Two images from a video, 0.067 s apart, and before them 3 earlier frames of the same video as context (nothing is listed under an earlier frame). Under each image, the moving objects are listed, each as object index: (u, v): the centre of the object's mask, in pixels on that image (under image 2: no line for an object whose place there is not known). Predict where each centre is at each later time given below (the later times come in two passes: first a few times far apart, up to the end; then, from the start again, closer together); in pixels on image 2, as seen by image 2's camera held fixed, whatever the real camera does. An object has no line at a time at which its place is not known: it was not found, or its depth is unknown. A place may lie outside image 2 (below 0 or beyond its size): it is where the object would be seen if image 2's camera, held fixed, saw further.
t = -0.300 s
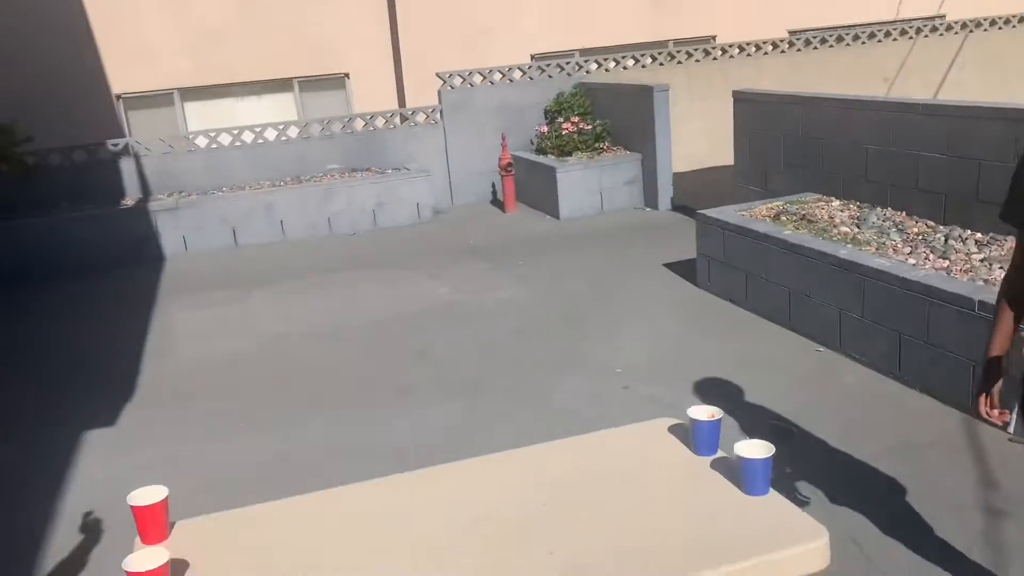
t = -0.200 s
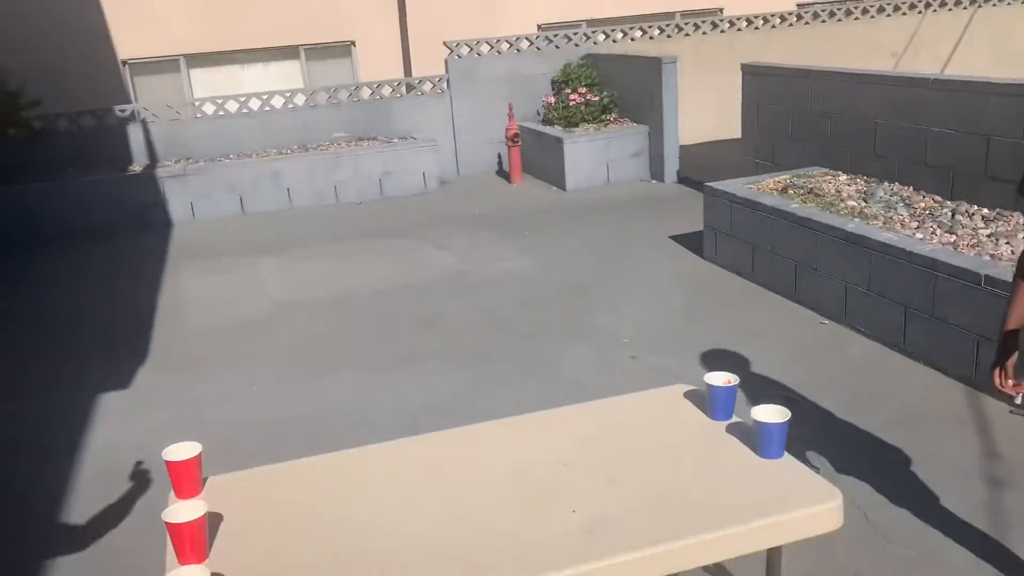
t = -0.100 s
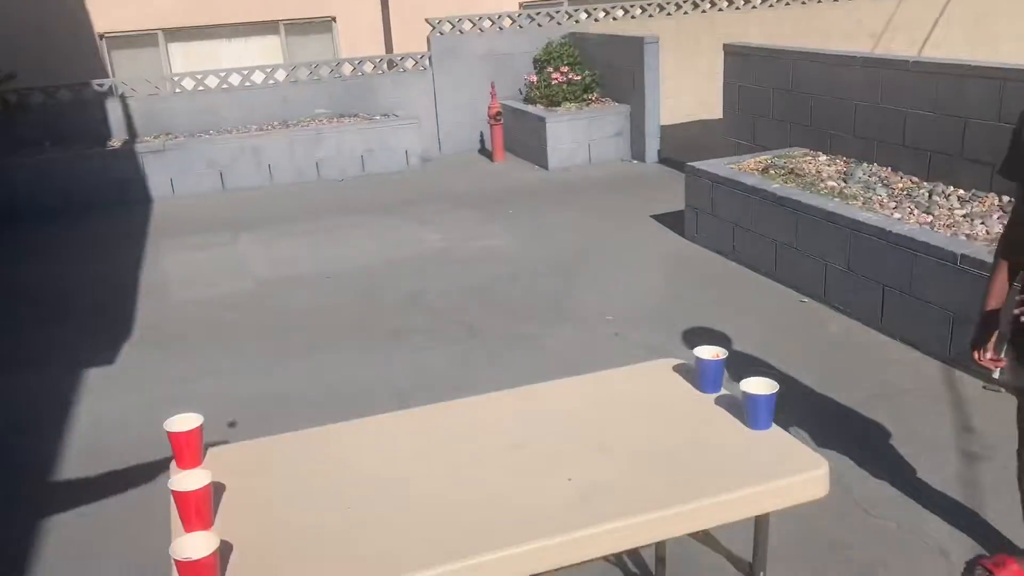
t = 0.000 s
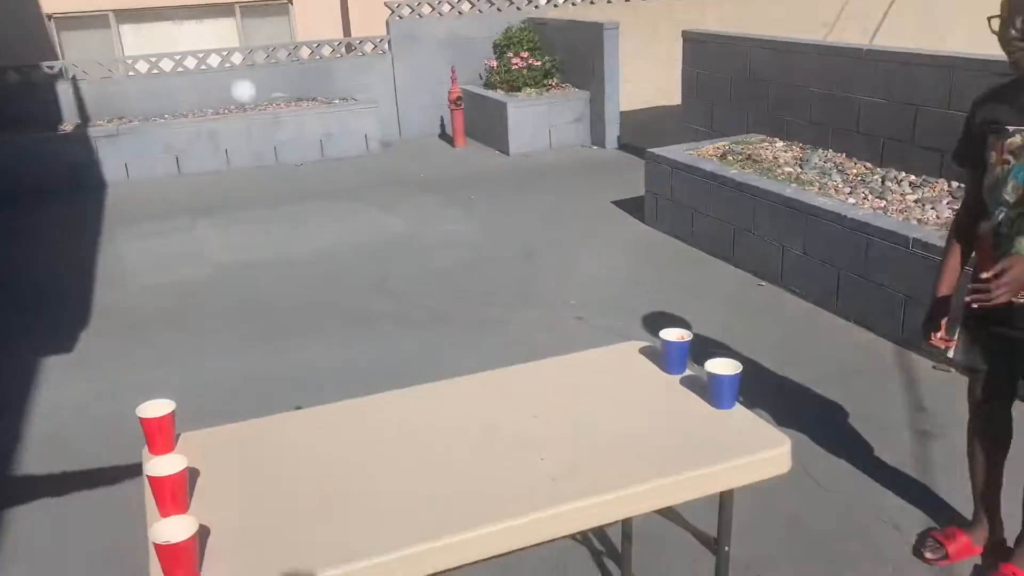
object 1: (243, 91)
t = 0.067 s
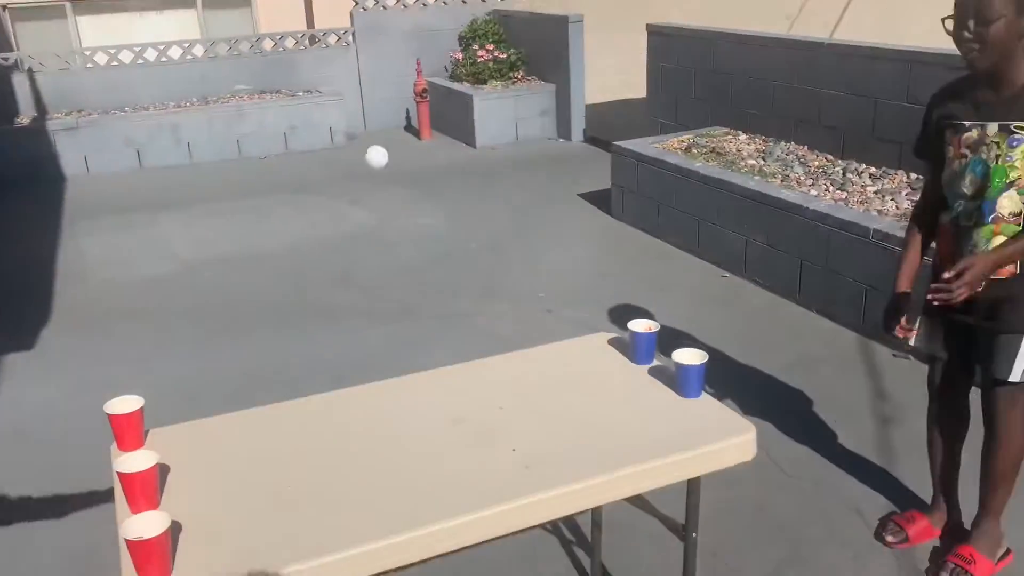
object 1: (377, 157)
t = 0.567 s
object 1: (554, 223)
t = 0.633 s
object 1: (532, 241)
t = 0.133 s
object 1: (508, 235)
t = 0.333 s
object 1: (636, 303)
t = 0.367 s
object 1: (625, 278)
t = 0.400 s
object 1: (613, 256)
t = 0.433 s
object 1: (601, 240)
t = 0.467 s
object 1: (589, 229)
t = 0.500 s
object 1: (577, 222)
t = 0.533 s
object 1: (566, 220)
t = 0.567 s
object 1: (554, 223)
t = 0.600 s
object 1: (542, 230)
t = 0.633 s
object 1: (532, 241)
